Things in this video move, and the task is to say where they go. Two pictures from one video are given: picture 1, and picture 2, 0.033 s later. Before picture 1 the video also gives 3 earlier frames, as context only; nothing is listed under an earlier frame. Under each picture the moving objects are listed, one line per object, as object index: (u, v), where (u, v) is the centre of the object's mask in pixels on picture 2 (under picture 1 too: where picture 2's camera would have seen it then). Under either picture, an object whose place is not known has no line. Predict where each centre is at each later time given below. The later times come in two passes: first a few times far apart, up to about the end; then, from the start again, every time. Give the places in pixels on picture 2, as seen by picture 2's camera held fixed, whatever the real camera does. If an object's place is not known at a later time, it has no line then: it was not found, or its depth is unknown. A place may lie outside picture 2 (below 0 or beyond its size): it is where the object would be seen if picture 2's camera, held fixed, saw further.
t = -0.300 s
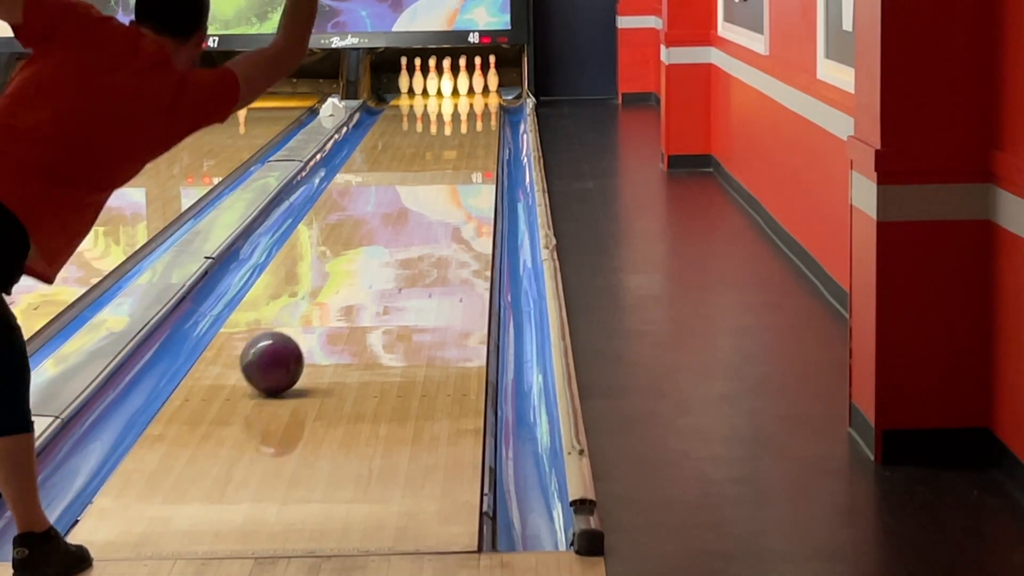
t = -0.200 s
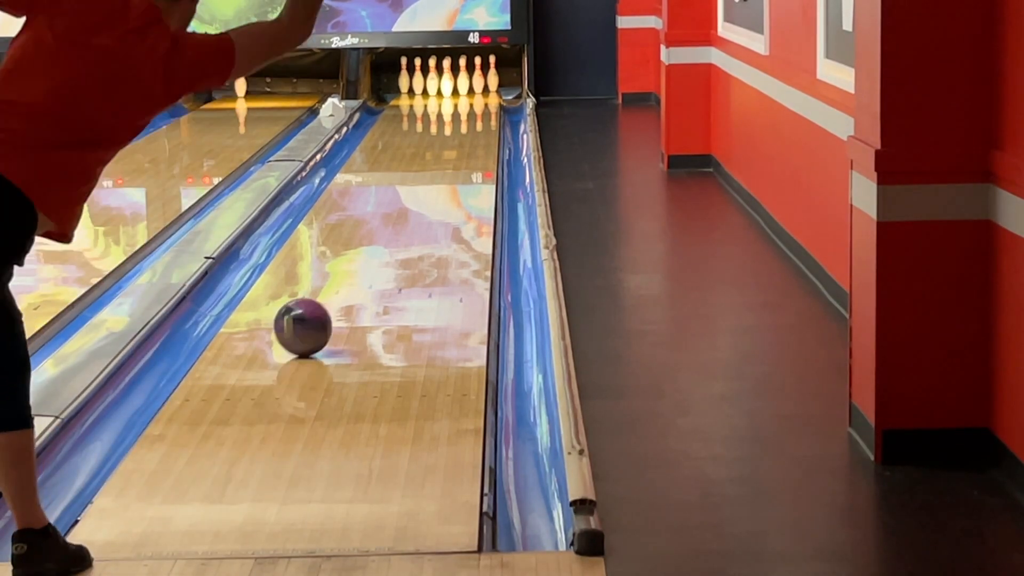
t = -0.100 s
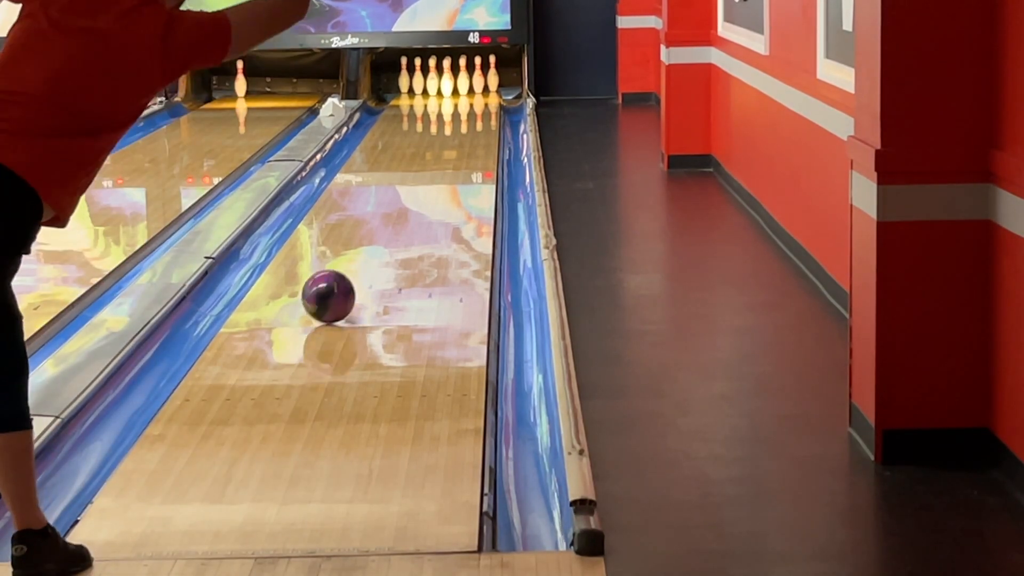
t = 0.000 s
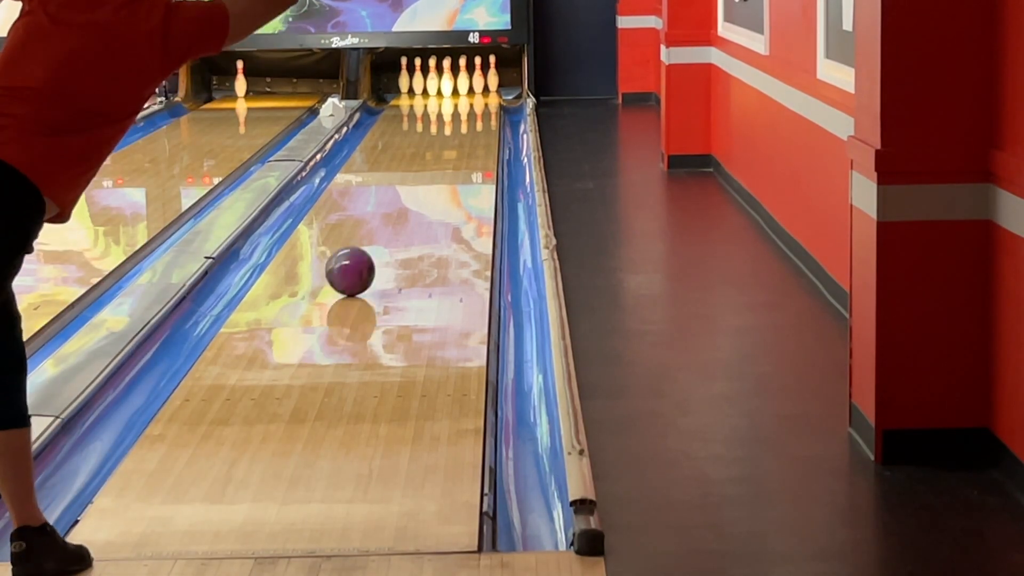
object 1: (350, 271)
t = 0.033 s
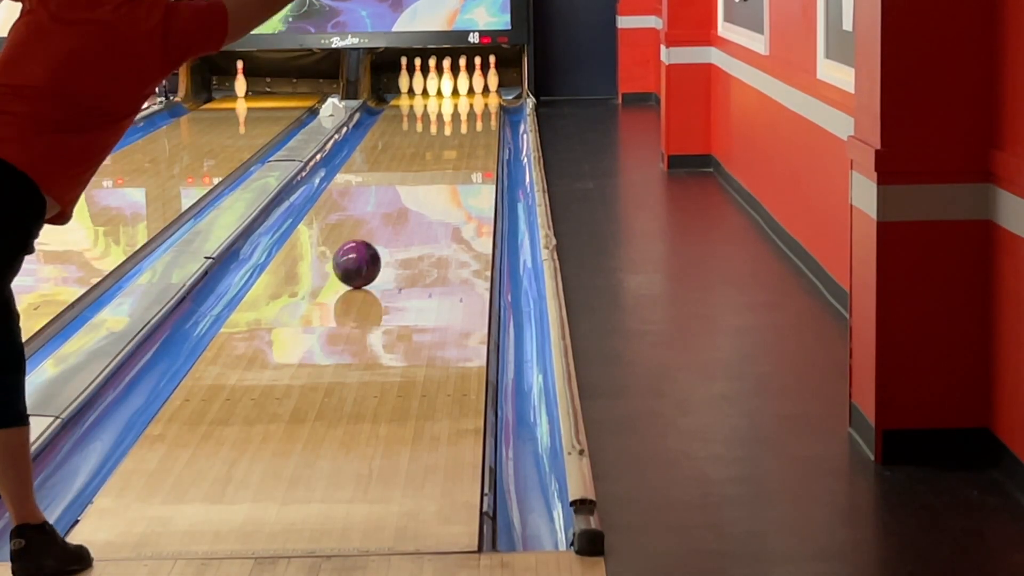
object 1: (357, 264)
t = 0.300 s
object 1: (399, 214)
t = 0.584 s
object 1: (430, 175)
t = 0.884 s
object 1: (452, 145)
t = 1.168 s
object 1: (468, 124)
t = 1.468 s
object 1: (473, 106)
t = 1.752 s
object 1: (465, 92)
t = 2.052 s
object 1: (460, 83)
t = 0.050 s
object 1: (360, 260)
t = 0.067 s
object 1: (363, 257)
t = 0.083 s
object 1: (366, 253)
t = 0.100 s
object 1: (369, 250)
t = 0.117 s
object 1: (372, 246)
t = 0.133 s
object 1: (374, 243)
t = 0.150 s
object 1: (377, 240)
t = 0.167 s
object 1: (380, 236)
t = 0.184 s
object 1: (382, 233)
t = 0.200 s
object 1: (385, 230)
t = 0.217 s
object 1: (387, 227)
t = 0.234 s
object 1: (390, 224)
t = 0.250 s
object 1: (392, 222)
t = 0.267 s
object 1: (394, 219)
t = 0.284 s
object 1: (396, 216)
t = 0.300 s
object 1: (399, 214)
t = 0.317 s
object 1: (401, 211)
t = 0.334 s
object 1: (403, 208)
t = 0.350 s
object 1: (405, 206)
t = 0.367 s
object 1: (407, 203)
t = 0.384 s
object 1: (409, 201)
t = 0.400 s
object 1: (411, 198)
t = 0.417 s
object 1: (413, 196)
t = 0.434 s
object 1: (415, 194)
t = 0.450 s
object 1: (416, 191)
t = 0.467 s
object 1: (418, 189)
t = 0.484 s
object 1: (420, 187)
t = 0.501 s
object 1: (422, 185)
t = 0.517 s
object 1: (423, 183)
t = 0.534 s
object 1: (425, 181)
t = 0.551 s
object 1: (427, 179)
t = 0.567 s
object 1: (428, 177)
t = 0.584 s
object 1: (430, 175)
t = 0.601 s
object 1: (431, 174)
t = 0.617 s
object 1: (433, 171)
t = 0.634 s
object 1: (434, 169)
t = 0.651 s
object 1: (435, 168)
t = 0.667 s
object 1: (437, 166)
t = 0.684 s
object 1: (438, 164)
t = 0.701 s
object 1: (440, 163)
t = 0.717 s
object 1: (441, 161)
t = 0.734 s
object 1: (442, 159)
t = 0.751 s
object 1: (443, 157)
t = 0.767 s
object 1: (445, 156)
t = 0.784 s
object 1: (446, 154)
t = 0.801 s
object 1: (447, 153)
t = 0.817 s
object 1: (448, 151)
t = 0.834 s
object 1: (450, 150)
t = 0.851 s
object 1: (451, 148)
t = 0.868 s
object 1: (452, 147)
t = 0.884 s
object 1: (452, 145)
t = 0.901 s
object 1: (453, 144)
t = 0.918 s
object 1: (455, 142)
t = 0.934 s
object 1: (456, 141)
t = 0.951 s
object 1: (457, 139)
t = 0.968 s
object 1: (458, 138)
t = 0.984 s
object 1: (458, 137)
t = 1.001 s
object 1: (459, 135)
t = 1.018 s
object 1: (460, 134)
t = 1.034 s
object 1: (461, 133)
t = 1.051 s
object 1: (462, 132)
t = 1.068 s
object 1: (463, 130)
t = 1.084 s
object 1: (463, 129)
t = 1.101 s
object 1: (464, 127)
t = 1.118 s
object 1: (465, 126)
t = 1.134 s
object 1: (466, 125)
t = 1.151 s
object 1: (467, 124)
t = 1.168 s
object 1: (468, 124)
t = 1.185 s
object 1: (468, 122)
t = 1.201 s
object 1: (469, 121)
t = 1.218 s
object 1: (469, 120)
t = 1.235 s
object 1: (470, 119)
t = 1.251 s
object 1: (471, 118)
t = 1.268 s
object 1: (471, 117)
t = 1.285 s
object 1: (471, 116)
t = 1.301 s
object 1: (472, 115)
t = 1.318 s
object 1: (472, 114)
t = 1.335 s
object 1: (472, 113)
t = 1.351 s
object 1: (472, 112)
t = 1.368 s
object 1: (472, 111)
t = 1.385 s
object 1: (473, 110)
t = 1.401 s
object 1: (473, 109)
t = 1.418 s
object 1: (473, 108)
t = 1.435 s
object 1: (473, 107)
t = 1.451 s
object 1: (473, 107)
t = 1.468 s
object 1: (473, 106)
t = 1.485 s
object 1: (473, 105)
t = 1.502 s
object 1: (473, 104)
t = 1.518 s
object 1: (473, 103)
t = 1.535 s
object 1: (473, 102)
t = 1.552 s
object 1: (472, 101)
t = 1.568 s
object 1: (472, 101)
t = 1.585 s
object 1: (471, 99)
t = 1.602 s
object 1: (471, 99)
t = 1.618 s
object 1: (471, 98)
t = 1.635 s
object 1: (470, 97)
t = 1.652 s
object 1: (470, 97)
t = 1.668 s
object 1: (469, 96)
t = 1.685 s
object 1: (468, 95)
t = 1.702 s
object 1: (468, 94)
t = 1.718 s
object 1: (467, 94)
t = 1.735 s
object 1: (466, 93)
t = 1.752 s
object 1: (465, 92)
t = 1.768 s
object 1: (464, 92)
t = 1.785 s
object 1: (464, 91)
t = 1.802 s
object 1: (463, 91)
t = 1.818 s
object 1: (462, 90)
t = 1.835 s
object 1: (461, 90)
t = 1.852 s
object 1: (460, 89)
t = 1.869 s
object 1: (459, 88)
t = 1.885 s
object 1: (459, 88)
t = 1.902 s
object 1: (458, 88)
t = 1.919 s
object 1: (458, 87)
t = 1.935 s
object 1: (459, 86)
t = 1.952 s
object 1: (459, 86)
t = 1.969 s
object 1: (459, 85)
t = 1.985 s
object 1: (459, 85)
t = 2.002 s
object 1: (460, 85)
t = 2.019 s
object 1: (460, 83)
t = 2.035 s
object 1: (460, 83)
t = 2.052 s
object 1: (460, 83)
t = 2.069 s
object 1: (460, 83)
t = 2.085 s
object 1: (461, 82)
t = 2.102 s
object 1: (462, 83)
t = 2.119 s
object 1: (463, 82)
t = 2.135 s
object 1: (464, 83)
